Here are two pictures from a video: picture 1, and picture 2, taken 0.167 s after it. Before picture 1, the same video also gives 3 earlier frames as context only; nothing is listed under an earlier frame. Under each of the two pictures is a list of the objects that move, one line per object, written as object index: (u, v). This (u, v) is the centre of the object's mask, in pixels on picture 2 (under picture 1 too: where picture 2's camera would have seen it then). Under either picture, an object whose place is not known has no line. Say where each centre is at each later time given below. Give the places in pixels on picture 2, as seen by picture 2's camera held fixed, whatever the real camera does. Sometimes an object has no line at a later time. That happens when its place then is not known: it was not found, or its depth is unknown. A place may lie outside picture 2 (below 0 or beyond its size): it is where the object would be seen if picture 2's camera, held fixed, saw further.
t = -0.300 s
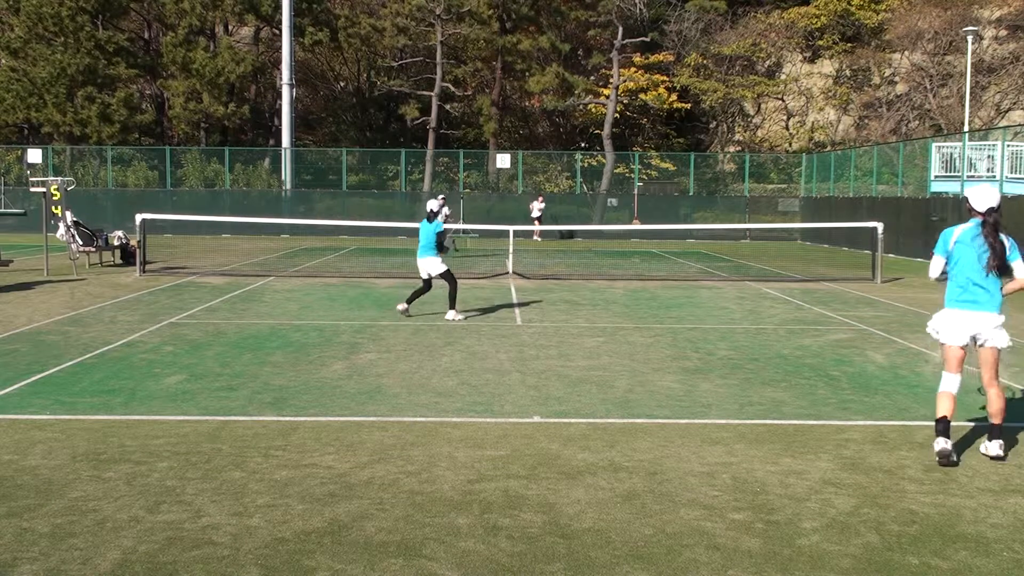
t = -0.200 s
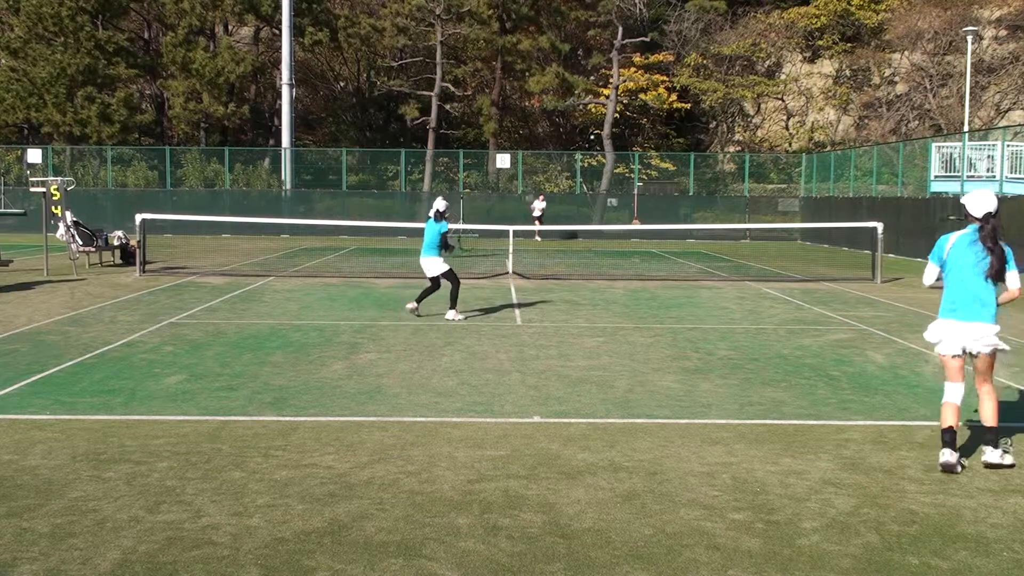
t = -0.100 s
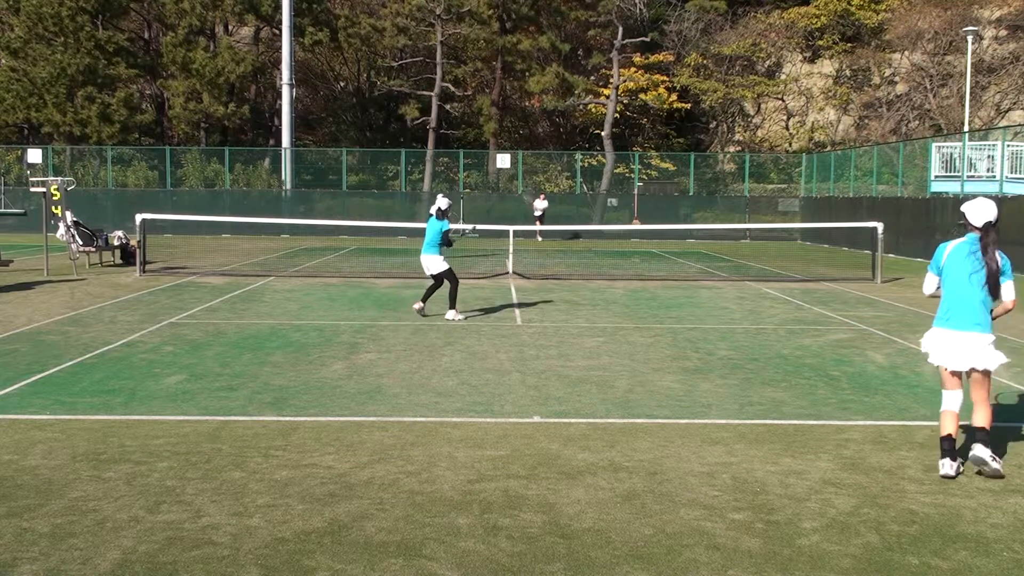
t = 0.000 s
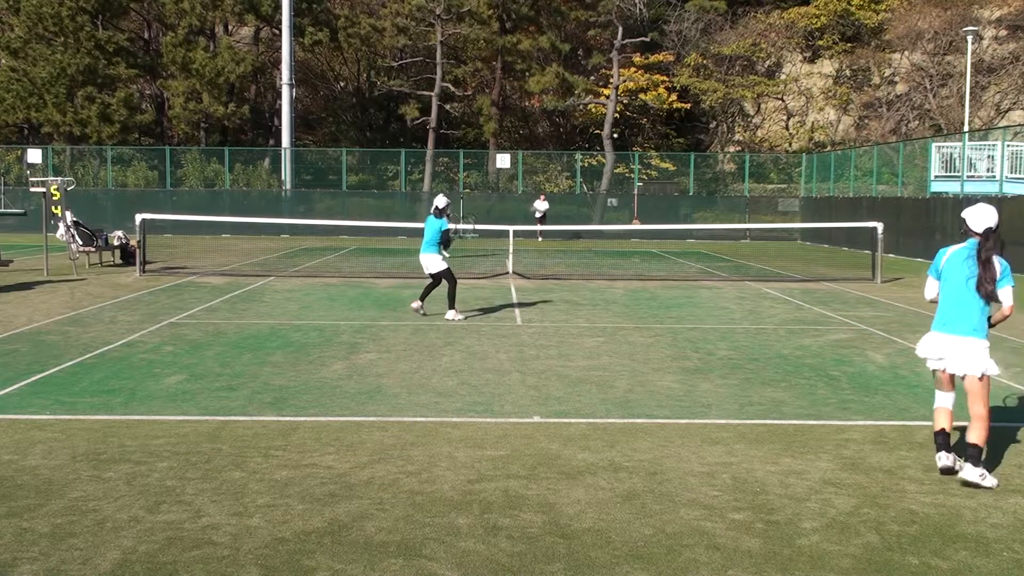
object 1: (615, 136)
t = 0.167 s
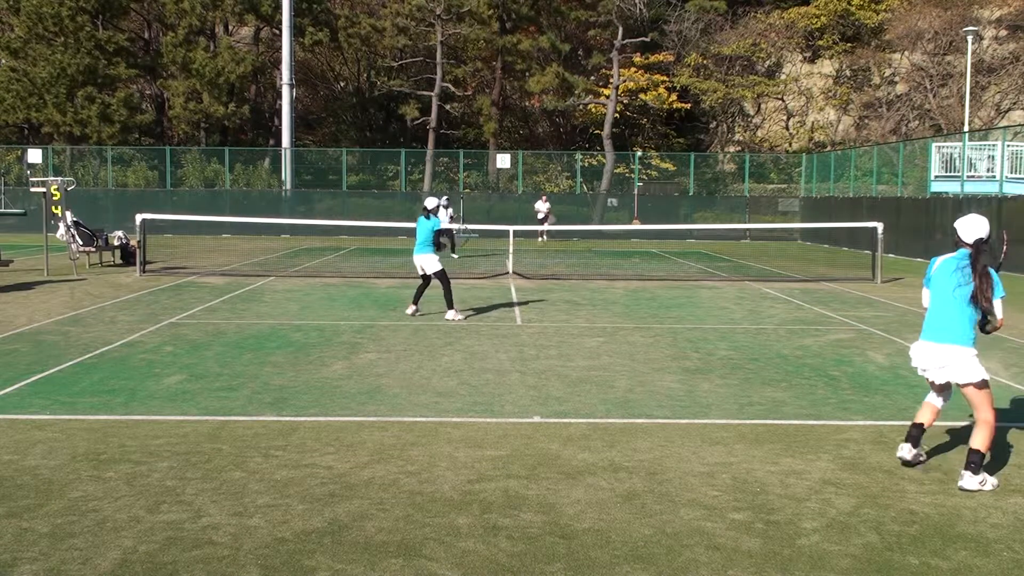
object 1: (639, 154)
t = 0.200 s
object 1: (644, 160)
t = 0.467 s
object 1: (699, 252)
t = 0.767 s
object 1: (769, 261)
